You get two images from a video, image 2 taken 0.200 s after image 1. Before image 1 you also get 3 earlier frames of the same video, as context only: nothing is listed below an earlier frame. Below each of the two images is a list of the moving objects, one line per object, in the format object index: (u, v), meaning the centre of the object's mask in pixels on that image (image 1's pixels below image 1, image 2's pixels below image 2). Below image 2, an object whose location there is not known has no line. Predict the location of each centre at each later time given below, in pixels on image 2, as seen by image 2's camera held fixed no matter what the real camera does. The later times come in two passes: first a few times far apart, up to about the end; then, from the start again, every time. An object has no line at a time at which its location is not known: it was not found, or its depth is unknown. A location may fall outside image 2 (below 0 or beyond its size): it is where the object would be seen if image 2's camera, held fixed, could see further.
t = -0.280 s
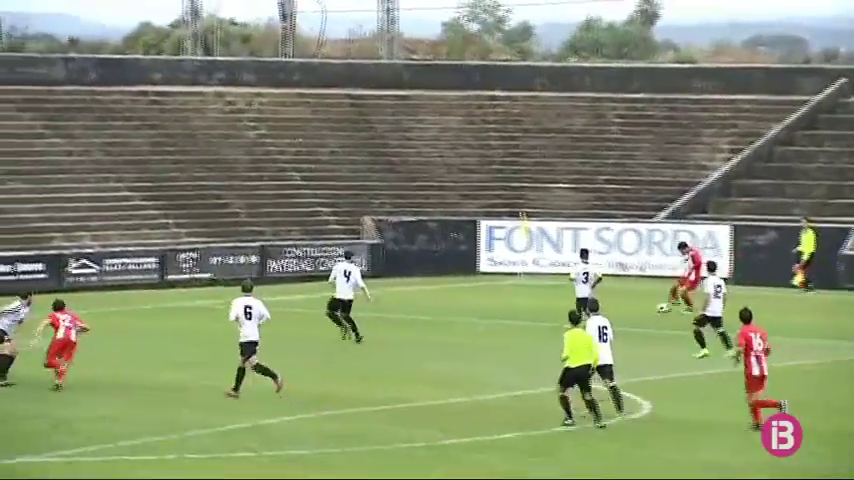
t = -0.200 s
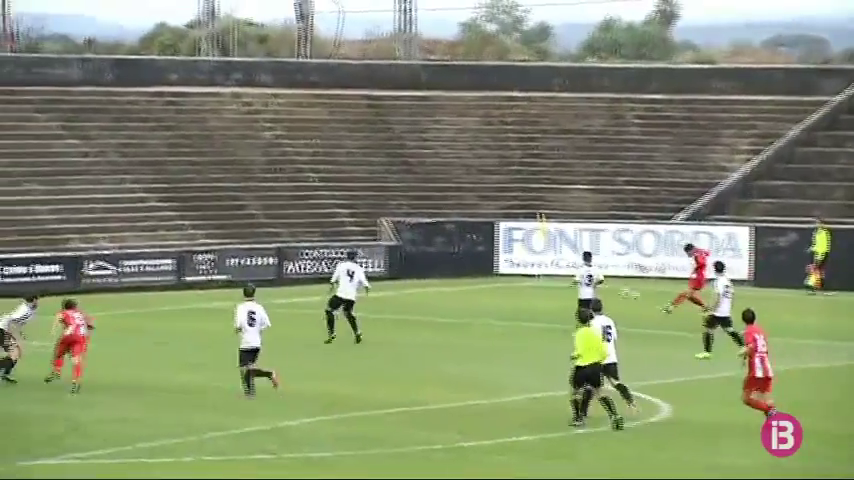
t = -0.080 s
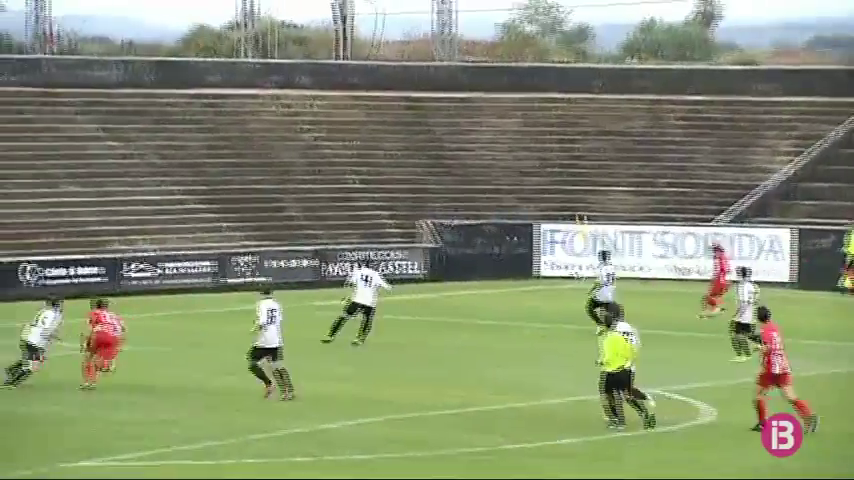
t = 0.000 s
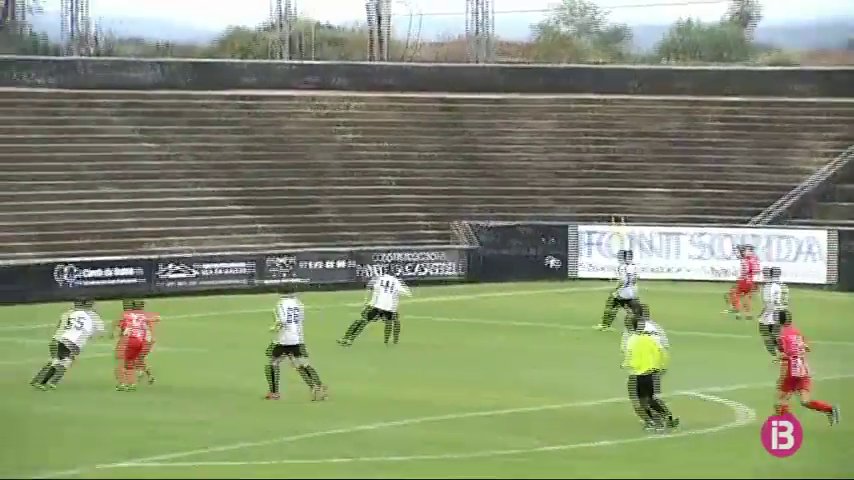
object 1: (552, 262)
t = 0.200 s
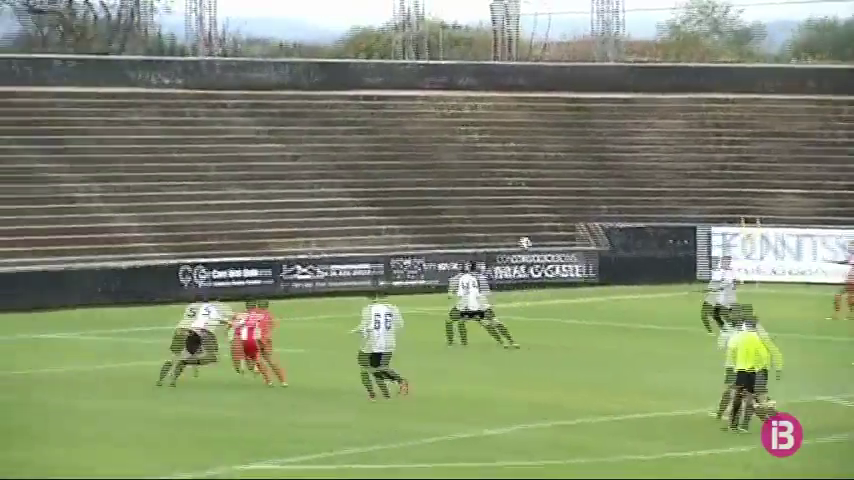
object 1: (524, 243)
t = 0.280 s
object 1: (463, 237)
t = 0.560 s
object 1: (238, 236)
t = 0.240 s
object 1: (494, 239)
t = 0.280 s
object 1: (463, 237)
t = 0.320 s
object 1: (432, 234)
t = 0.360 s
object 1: (401, 233)
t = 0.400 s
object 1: (367, 232)
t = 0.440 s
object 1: (336, 233)
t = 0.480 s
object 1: (304, 233)
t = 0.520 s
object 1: (272, 234)
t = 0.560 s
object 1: (238, 236)
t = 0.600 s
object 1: (206, 238)
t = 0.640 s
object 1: (172, 241)
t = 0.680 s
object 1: (138, 244)
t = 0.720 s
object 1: (103, 249)
